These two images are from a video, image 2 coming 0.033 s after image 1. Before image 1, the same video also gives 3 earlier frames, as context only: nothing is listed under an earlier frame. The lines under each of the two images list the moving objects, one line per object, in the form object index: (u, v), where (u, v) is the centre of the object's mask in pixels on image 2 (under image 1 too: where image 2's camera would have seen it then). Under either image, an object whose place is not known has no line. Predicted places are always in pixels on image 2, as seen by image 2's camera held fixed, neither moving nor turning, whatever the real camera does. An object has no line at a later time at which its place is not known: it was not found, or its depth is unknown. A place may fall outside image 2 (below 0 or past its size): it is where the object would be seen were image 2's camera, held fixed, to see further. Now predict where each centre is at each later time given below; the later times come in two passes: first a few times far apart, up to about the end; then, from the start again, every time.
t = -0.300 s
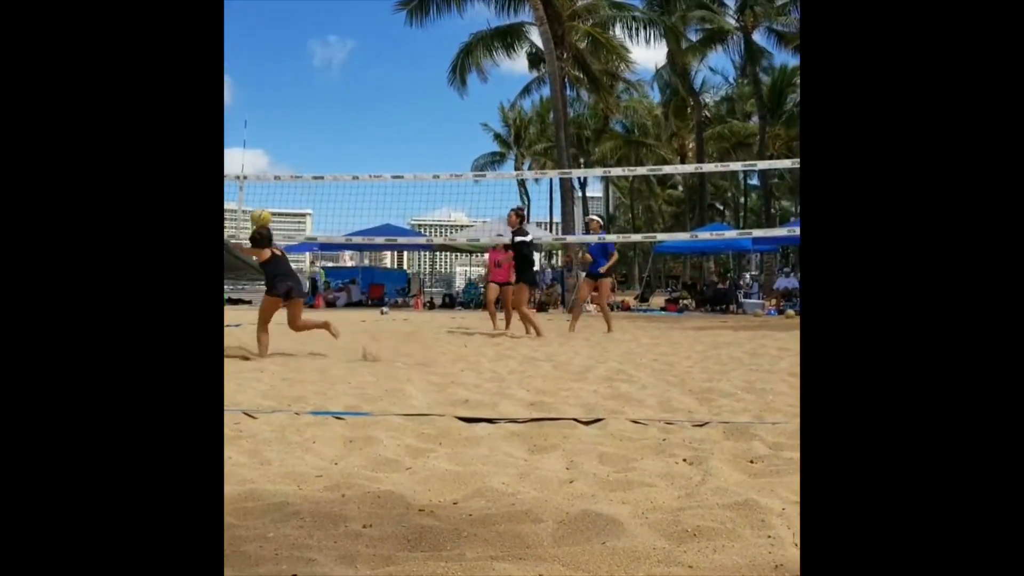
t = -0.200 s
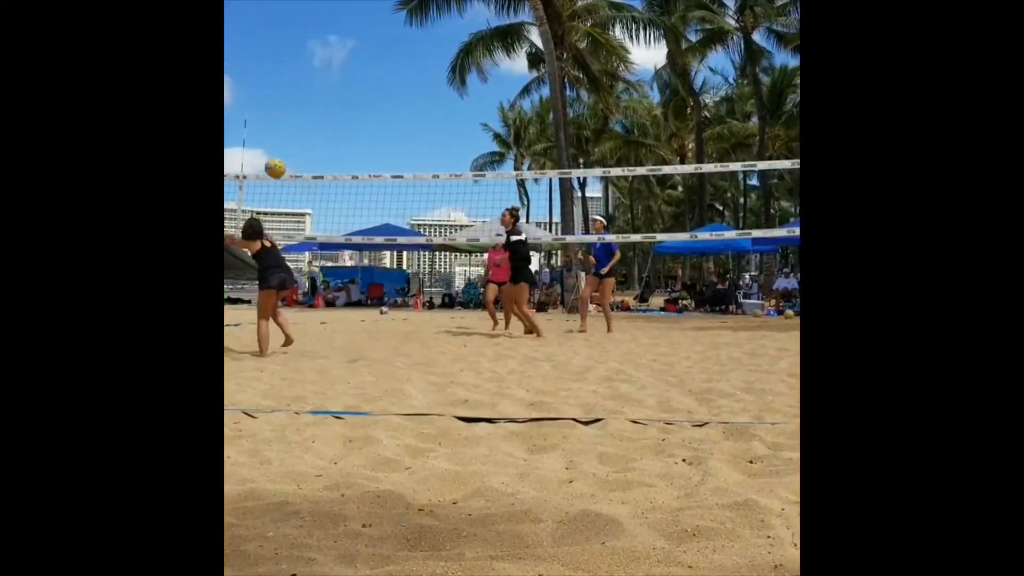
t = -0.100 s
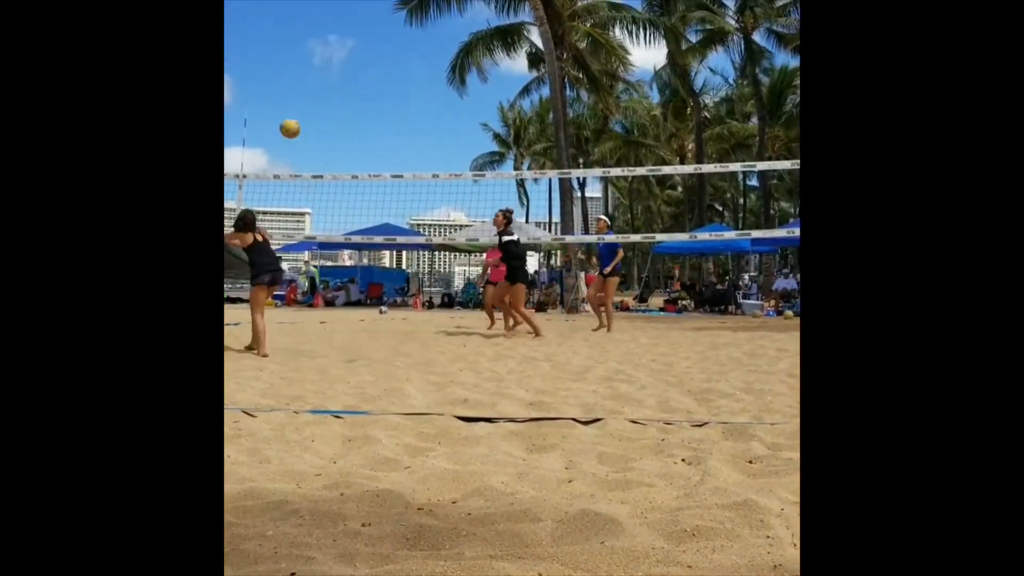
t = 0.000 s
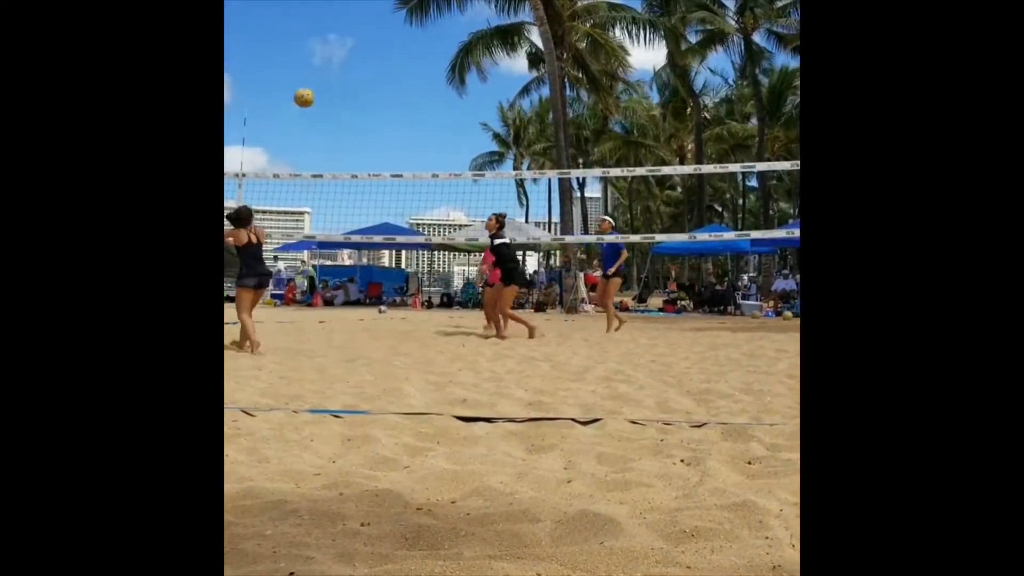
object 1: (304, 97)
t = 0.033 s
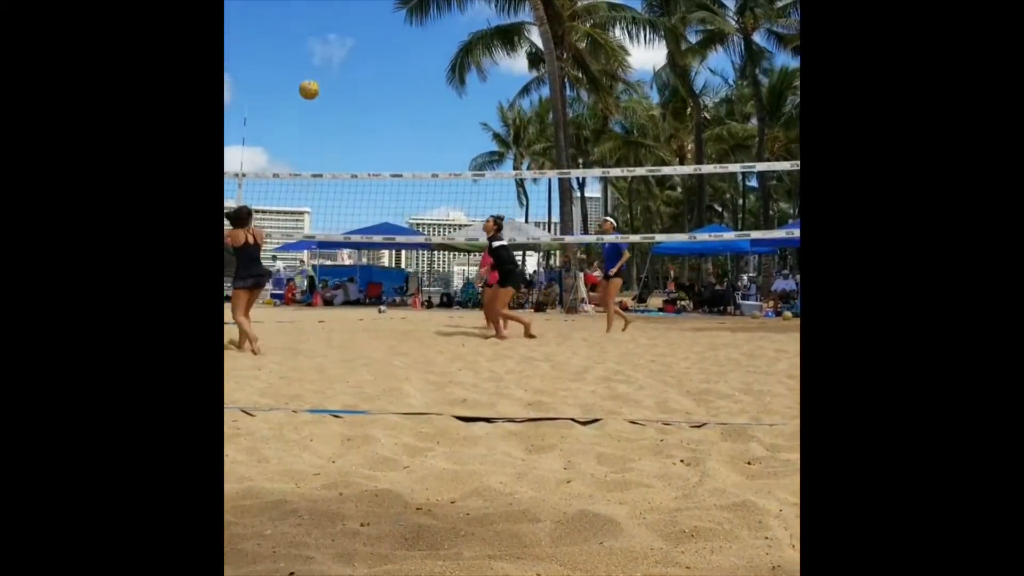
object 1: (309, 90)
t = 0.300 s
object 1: (346, 62)
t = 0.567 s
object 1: (383, 96)
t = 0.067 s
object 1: (314, 83)
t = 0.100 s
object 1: (318, 77)
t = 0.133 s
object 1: (323, 72)
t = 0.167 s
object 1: (328, 68)
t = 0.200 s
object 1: (333, 65)
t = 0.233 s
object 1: (337, 63)
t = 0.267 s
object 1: (342, 63)
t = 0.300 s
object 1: (346, 62)
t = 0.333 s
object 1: (351, 64)
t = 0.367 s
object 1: (356, 65)
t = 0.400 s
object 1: (360, 68)
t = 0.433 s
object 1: (365, 72)
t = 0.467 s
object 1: (369, 77)
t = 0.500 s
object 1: (374, 82)
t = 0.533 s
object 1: (379, 88)
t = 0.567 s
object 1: (383, 96)
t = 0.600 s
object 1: (388, 104)
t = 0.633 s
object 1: (392, 113)
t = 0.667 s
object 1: (397, 123)
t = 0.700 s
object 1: (401, 134)
